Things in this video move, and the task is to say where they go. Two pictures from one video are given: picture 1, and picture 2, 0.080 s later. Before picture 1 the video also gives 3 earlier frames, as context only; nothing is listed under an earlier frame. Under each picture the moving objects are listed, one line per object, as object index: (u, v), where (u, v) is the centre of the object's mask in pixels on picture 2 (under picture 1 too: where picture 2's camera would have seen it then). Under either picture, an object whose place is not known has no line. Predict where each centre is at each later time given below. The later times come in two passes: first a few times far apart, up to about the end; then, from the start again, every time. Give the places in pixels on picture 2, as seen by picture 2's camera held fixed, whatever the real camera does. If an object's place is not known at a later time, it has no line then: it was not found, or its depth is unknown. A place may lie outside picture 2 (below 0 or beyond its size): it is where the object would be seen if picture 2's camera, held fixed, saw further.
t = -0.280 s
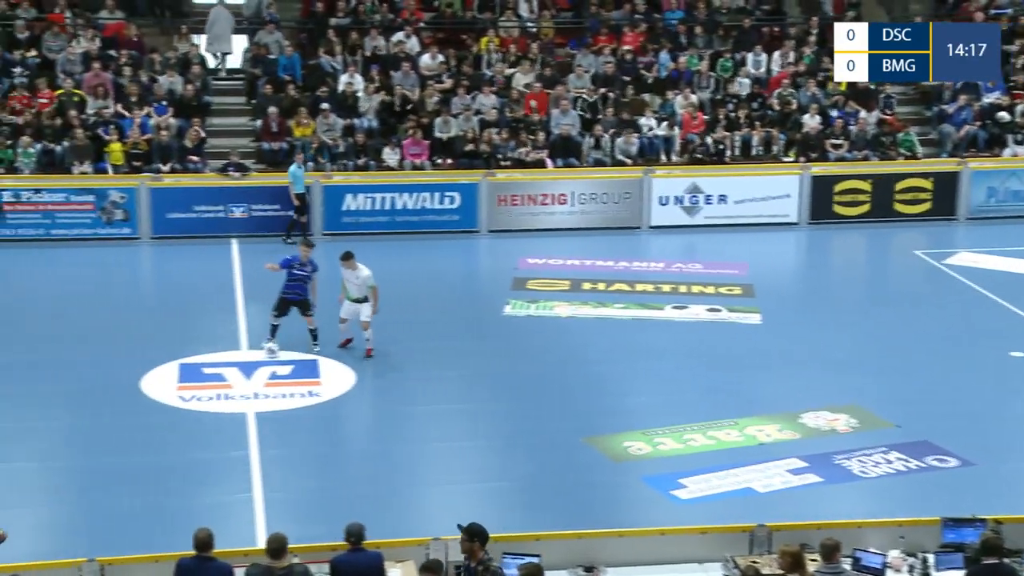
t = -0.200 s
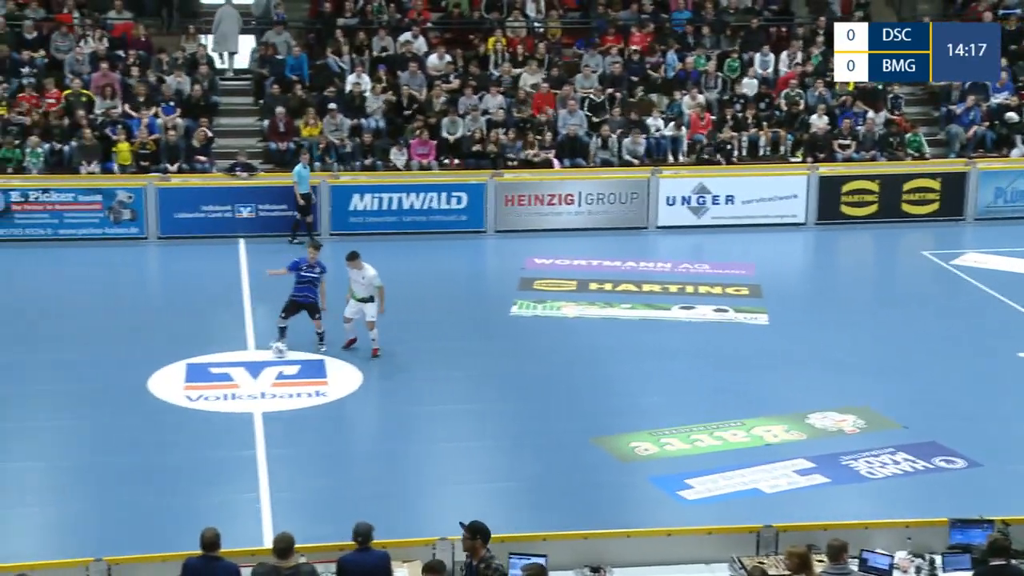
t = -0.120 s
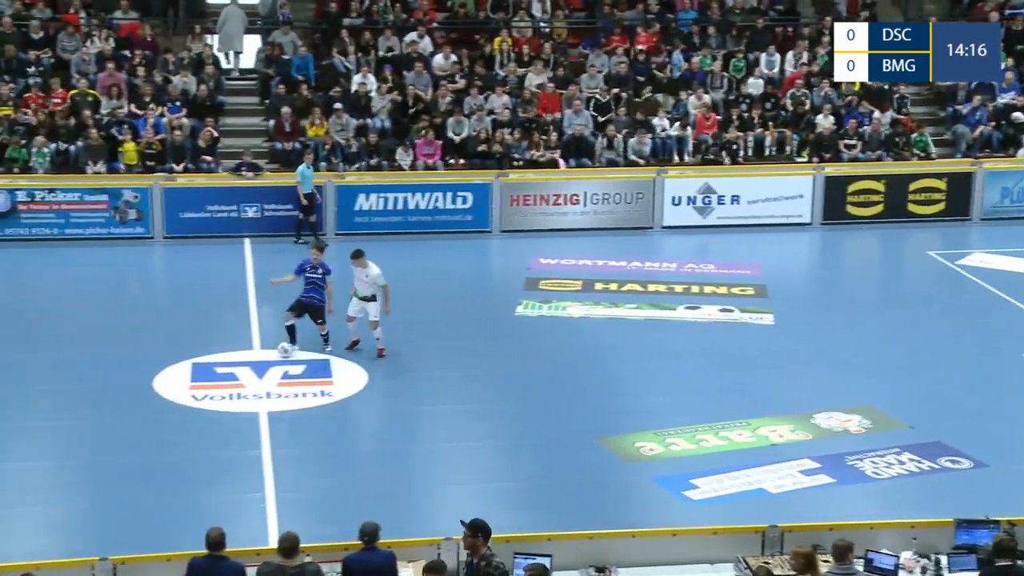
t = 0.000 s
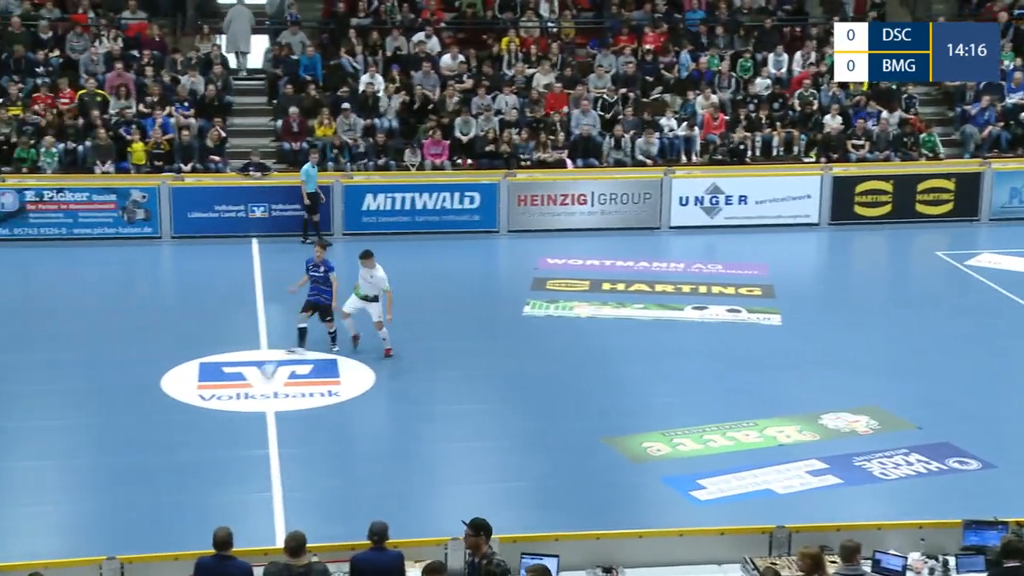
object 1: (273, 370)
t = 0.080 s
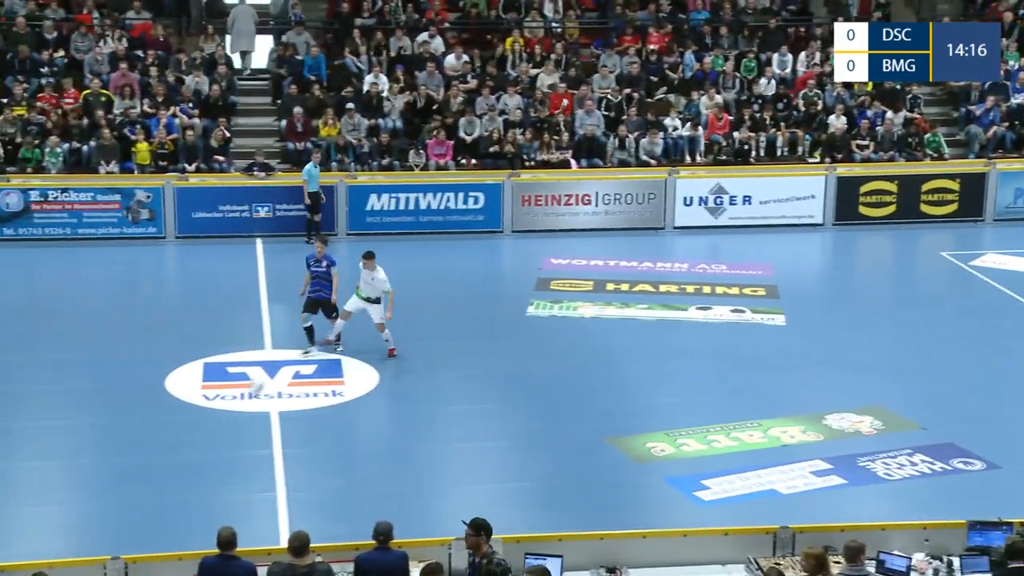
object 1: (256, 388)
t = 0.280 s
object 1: (213, 423)
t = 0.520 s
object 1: (164, 463)
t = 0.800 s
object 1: (105, 513)
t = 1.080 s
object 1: (43, 556)
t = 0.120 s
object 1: (247, 395)
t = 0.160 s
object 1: (239, 402)
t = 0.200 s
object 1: (230, 406)
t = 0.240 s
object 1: (221, 418)
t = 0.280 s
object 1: (213, 423)
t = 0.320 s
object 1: (205, 428)
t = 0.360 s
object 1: (197, 436)
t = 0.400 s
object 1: (189, 443)
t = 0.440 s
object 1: (181, 451)
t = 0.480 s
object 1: (173, 457)
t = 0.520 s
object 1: (164, 463)
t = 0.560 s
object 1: (156, 471)
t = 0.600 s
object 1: (148, 477)
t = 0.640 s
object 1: (140, 483)
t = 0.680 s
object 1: (131, 491)
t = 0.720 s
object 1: (124, 498)
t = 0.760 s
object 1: (114, 505)
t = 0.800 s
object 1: (105, 513)
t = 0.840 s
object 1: (97, 520)
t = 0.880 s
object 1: (88, 527)
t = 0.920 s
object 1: (79, 534)
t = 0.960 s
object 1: (70, 541)
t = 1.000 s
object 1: (61, 547)
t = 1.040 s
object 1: (51, 552)
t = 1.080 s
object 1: (43, 556)
